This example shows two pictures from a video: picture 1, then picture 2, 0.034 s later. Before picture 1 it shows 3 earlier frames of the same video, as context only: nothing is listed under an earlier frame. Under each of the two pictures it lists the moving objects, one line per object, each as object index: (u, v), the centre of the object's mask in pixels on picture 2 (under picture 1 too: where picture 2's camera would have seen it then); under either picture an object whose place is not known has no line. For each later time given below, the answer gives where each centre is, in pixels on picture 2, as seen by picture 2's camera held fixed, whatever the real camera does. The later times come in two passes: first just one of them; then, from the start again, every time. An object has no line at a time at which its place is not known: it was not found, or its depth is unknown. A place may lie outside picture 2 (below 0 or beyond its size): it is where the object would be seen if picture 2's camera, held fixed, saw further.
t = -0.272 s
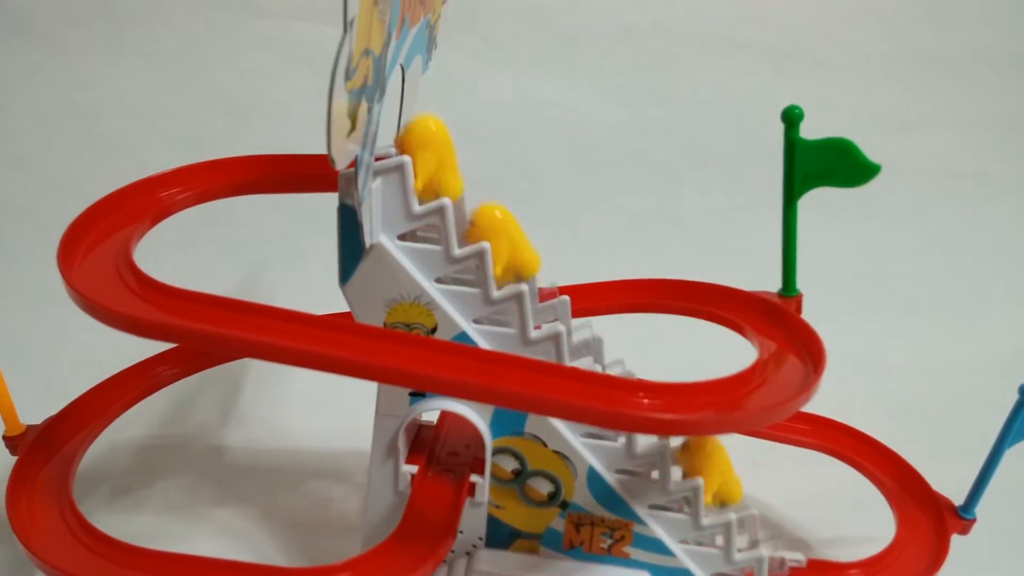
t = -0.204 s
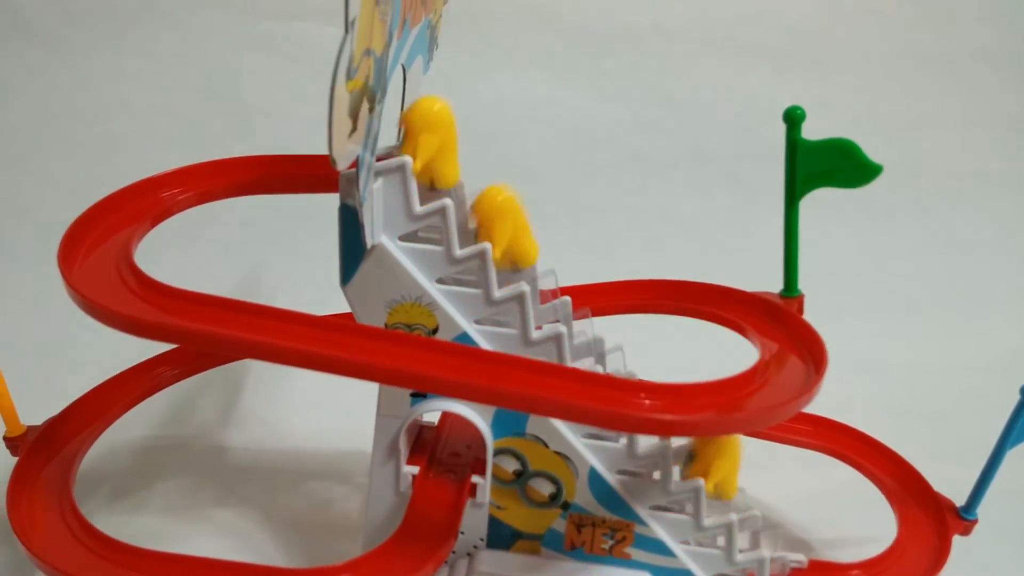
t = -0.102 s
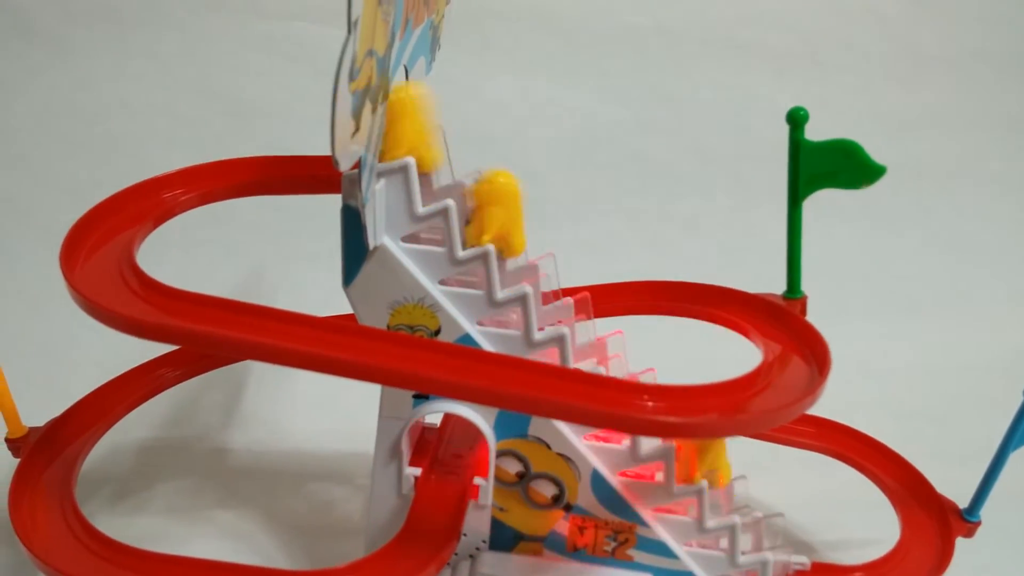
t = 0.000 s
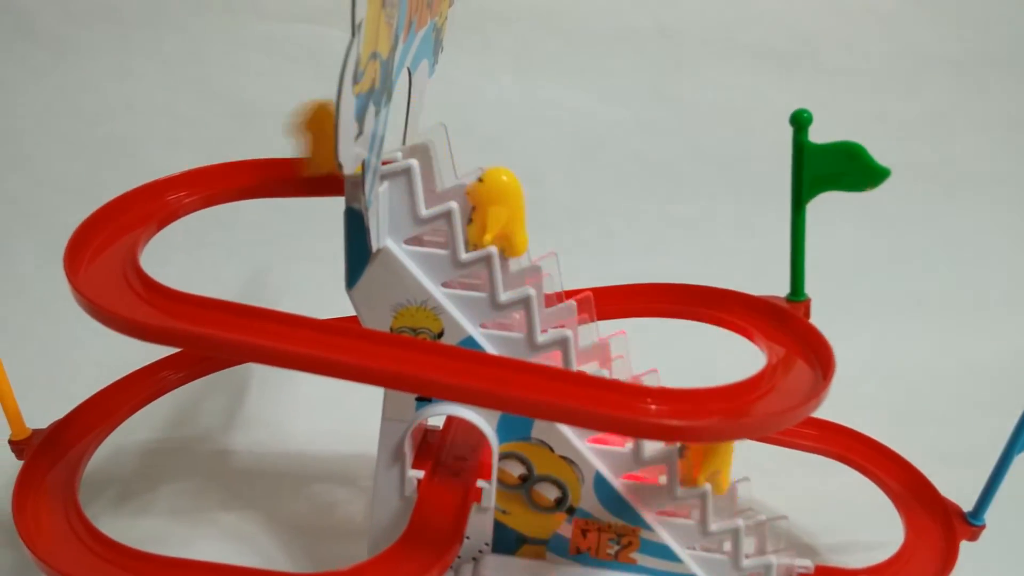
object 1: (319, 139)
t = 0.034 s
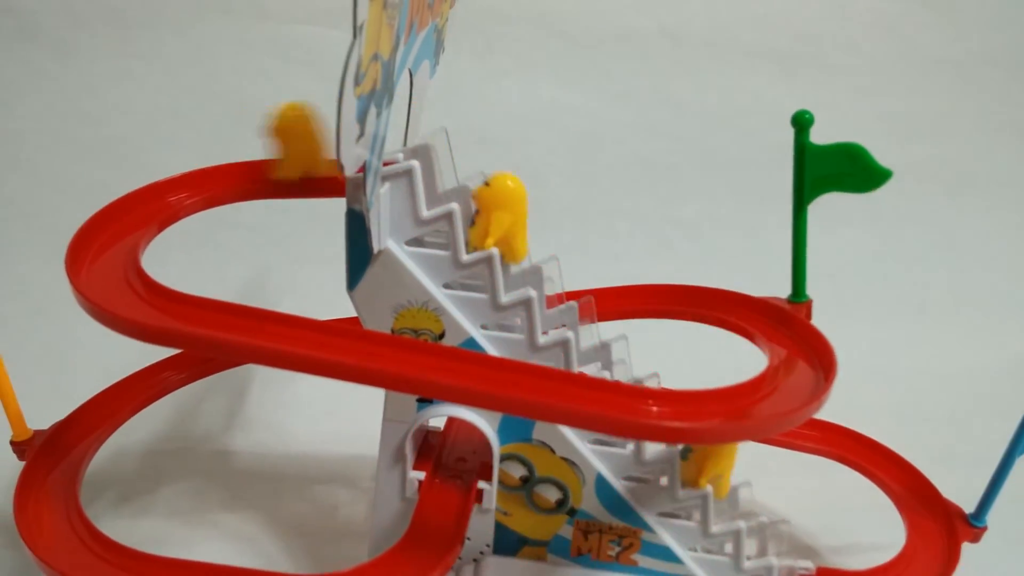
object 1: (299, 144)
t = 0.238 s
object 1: (100, 228)
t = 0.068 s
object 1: (266, 146)
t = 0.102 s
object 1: (230, 151)
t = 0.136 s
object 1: (190, 161)
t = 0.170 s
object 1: (148, 176)
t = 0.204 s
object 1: (116, 197)
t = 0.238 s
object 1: (100, 228)
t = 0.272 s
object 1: (108, 257)
